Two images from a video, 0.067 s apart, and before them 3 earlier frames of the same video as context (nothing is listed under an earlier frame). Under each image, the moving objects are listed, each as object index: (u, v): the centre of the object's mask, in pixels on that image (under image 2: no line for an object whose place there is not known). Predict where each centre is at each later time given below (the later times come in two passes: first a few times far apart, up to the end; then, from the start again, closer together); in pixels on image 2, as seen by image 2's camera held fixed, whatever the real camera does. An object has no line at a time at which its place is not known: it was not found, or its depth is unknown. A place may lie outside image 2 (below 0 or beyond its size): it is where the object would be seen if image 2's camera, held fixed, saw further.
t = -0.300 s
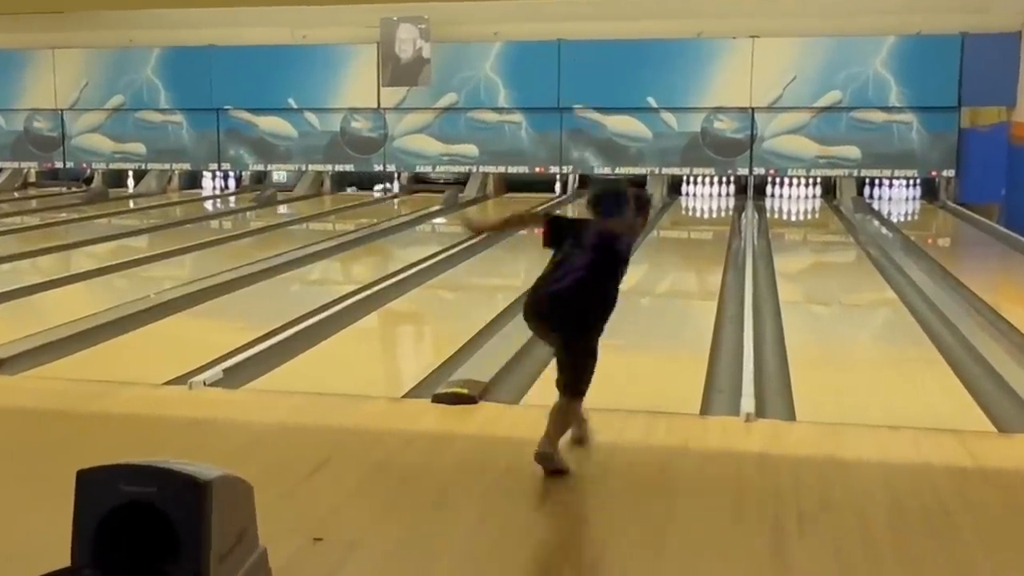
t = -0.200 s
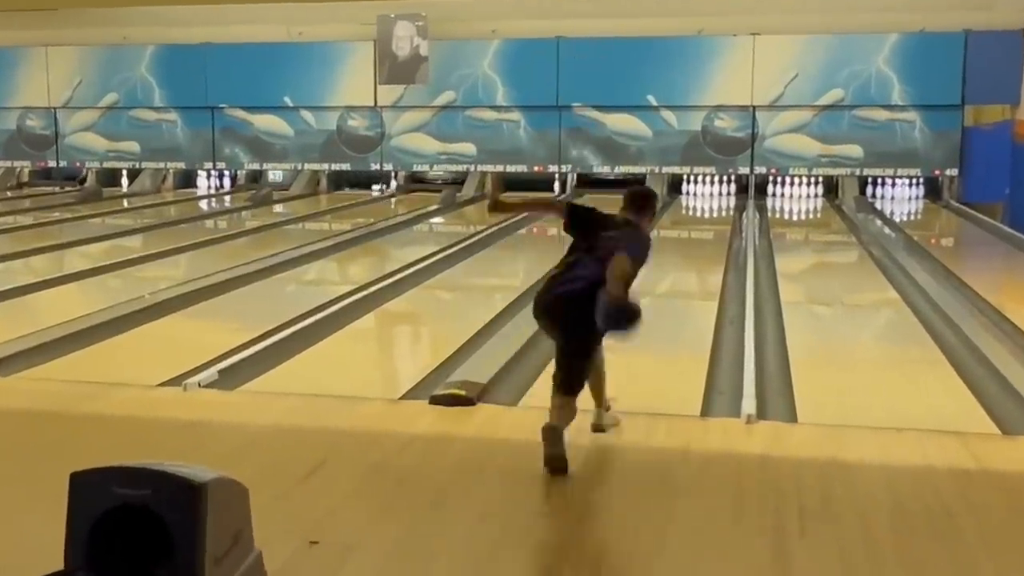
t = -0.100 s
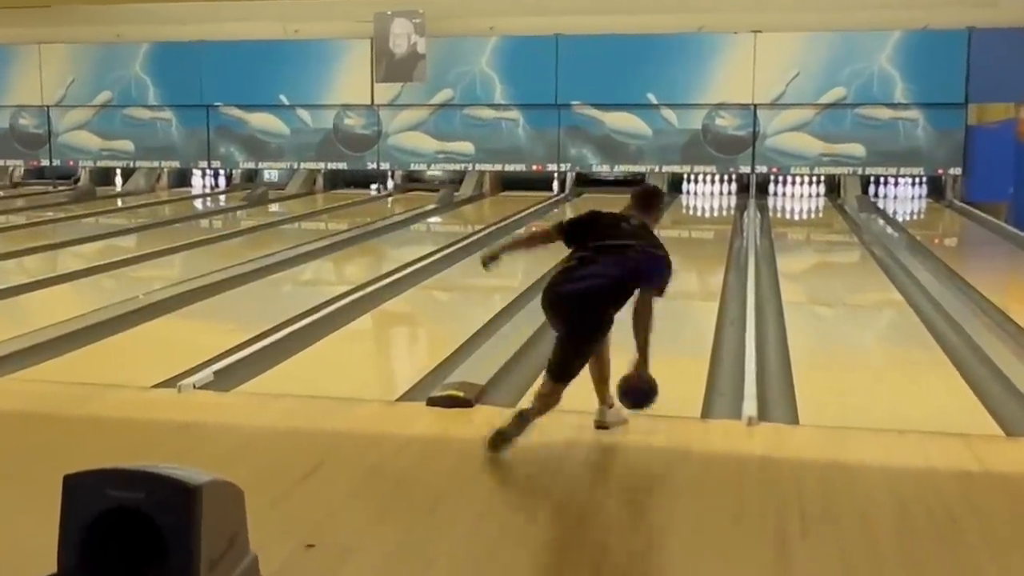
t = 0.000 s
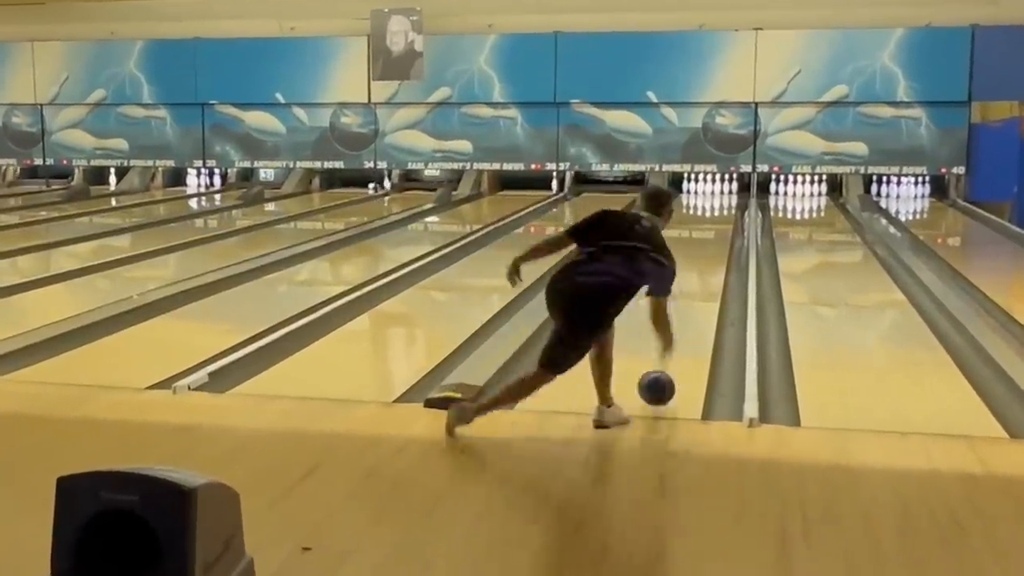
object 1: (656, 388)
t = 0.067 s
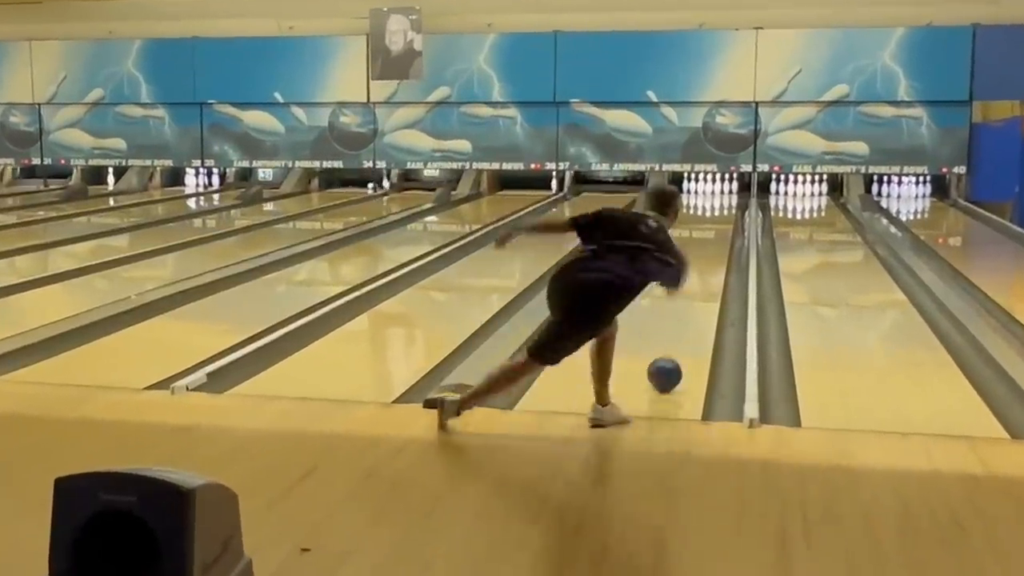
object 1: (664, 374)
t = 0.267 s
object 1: (683, 326)
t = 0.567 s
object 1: (701, 279)
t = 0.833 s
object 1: (710, 252)
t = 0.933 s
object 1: (713, 244)
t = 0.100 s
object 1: (668, 365)
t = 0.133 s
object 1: (672, 356)
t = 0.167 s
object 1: (675, 348)
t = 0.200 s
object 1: (678, 340)
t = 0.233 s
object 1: (681, 333)
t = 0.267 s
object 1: (683, 326)
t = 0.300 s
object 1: (686, 320)
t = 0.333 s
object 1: (688, 313)
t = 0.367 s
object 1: (690, 307)
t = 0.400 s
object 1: (692, 302)
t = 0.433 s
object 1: (694, 297)
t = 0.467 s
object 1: (696, 292)
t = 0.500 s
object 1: (698, 287)
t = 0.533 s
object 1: (700, 283)
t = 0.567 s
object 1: (701, 279)
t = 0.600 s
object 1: (701, 276)
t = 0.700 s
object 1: (712, 262)
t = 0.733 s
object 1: (710, 259)
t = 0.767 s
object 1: (709, 257)
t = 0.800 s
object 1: (709, 255)
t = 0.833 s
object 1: (710, 252)
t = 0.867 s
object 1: (711, 249)
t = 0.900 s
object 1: (712, 247)
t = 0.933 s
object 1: (713, 244)
